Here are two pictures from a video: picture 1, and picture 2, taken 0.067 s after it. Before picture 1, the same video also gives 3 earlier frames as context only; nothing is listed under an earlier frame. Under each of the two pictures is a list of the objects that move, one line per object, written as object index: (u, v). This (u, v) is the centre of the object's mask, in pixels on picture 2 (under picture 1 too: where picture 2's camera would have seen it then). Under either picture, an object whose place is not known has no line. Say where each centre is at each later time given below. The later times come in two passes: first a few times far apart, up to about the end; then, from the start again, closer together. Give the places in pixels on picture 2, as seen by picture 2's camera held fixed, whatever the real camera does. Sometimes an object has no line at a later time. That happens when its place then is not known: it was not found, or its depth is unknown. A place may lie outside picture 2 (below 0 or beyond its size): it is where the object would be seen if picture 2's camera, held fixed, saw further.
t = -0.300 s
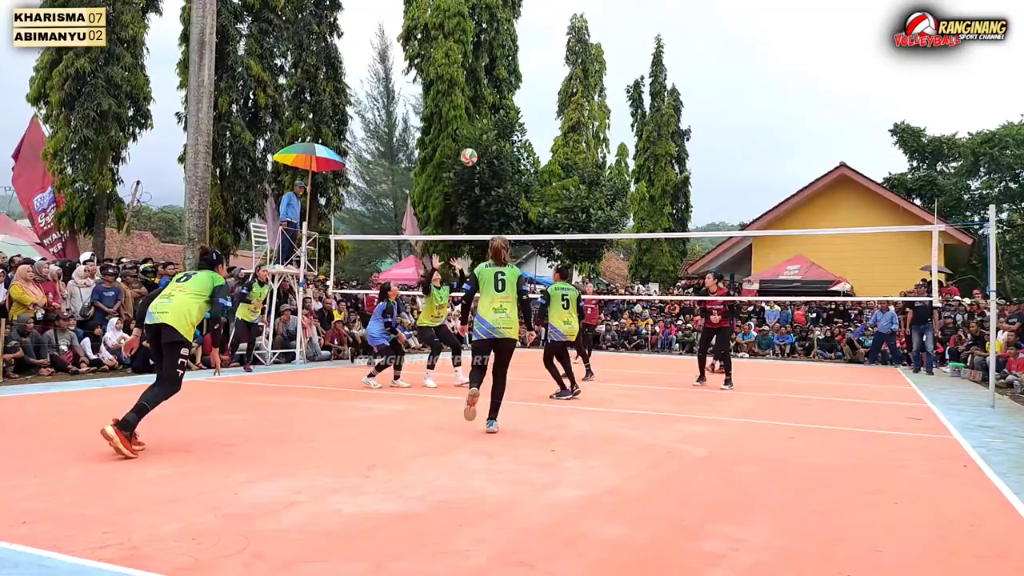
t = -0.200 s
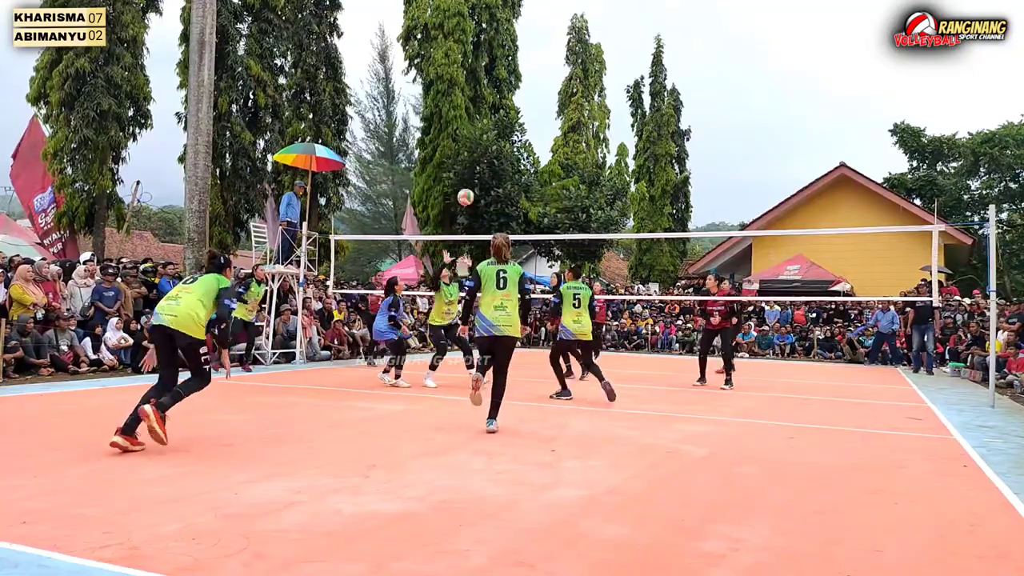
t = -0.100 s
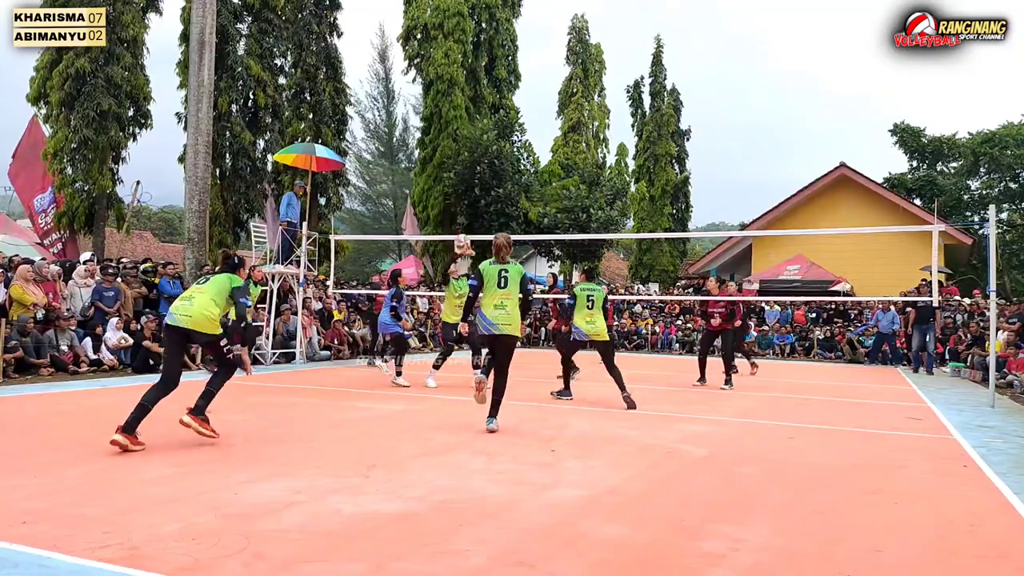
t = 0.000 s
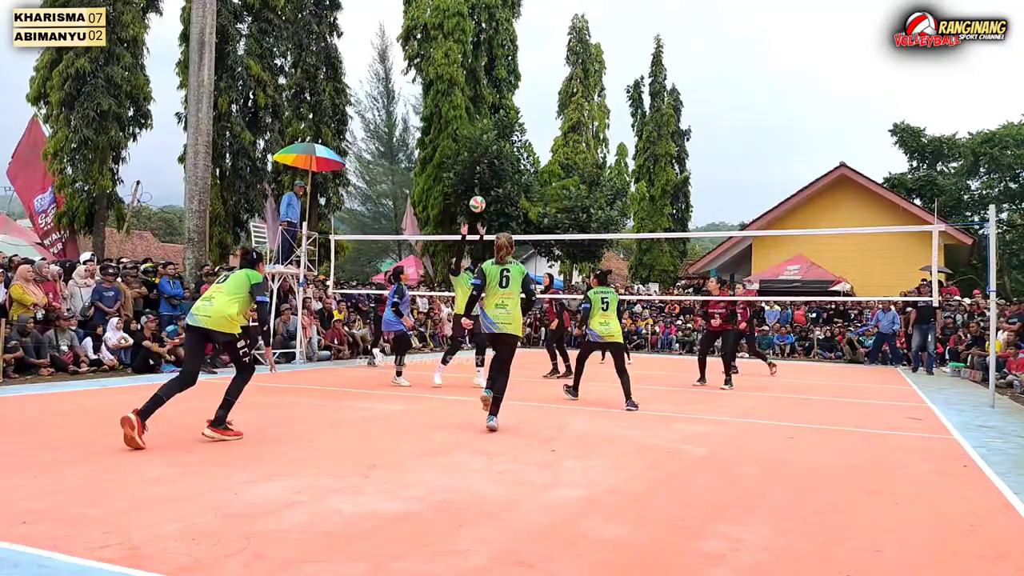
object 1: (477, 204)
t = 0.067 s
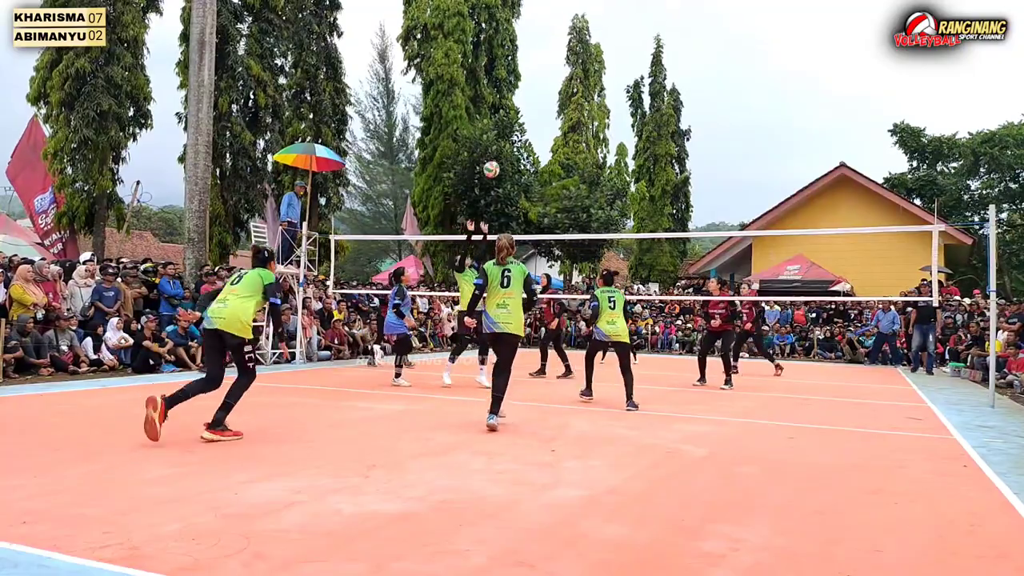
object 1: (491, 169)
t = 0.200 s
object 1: (519, 110)
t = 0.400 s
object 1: (559, 43)
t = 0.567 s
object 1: (592, 11)
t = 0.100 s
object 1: (498, 153)
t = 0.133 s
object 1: (505, 138)
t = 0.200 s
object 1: (519, 110)
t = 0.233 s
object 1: (526, 97)
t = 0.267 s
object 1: (532, 85)
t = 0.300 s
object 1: (539, 73)
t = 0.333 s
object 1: (546, 62)
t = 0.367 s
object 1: (553, 53)
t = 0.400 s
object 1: (559, 43)
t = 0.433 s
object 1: (566, 36)
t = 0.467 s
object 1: (572, 29)
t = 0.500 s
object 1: (580, 21)
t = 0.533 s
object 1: (586, 16)
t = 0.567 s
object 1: (592, 11)
